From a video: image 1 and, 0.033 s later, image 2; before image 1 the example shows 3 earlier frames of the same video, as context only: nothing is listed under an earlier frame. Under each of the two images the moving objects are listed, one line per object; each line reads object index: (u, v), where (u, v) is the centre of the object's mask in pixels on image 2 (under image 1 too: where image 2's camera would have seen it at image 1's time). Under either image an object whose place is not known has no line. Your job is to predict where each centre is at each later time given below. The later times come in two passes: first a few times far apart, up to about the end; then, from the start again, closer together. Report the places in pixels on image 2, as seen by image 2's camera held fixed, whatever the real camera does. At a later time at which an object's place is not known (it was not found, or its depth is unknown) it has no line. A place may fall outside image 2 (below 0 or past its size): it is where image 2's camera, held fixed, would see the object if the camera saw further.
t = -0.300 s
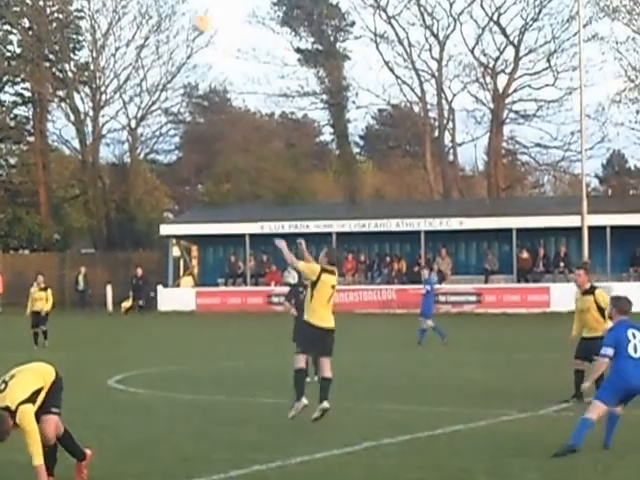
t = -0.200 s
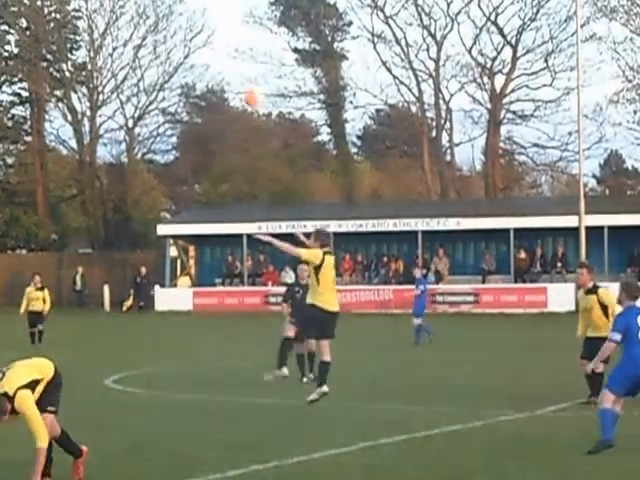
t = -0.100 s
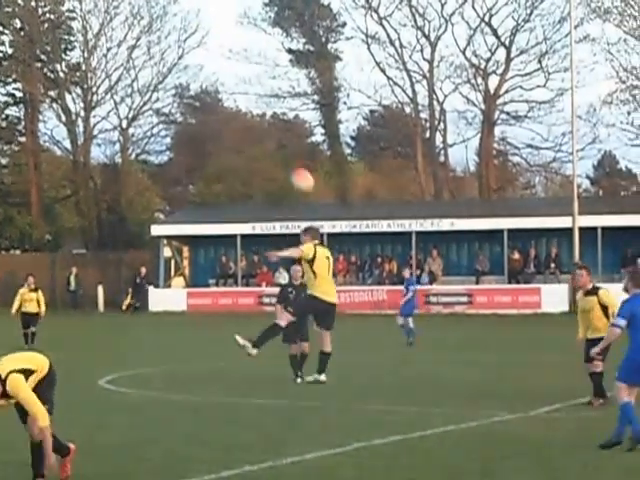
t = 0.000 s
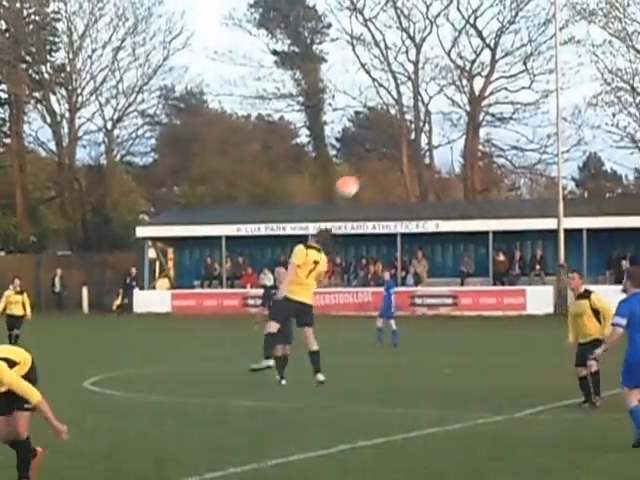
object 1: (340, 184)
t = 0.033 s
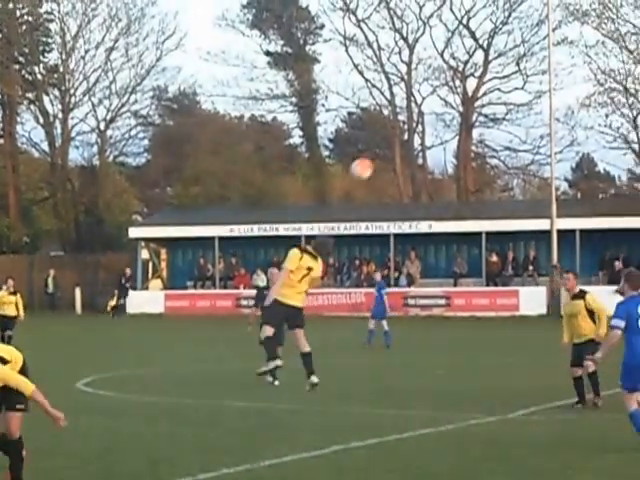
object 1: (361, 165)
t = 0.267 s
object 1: (505, 73)
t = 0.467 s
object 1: (630, 28)
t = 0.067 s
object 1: (382, 149)
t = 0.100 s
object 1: (402, 134)
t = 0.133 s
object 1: (425, 119)
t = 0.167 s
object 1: (445, 106)
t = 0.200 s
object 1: (466, 94)
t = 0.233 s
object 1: (486, 81)
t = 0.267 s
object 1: (505, 73)
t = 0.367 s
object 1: (565, 44)
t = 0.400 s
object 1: (585, 39)
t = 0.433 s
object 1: (608, 31)
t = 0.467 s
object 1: (630, 28)
